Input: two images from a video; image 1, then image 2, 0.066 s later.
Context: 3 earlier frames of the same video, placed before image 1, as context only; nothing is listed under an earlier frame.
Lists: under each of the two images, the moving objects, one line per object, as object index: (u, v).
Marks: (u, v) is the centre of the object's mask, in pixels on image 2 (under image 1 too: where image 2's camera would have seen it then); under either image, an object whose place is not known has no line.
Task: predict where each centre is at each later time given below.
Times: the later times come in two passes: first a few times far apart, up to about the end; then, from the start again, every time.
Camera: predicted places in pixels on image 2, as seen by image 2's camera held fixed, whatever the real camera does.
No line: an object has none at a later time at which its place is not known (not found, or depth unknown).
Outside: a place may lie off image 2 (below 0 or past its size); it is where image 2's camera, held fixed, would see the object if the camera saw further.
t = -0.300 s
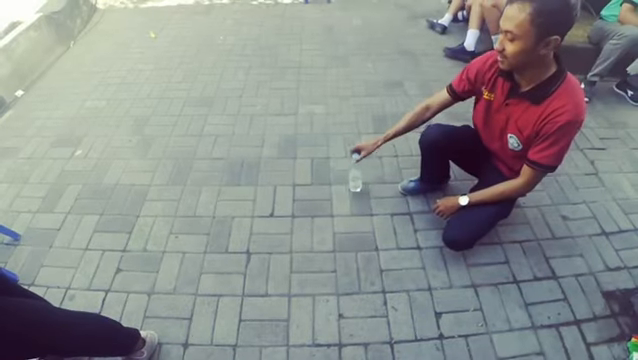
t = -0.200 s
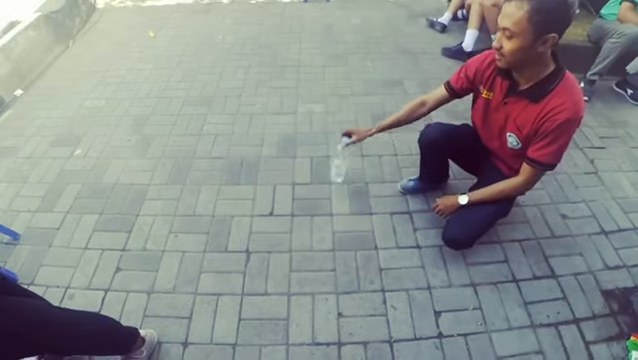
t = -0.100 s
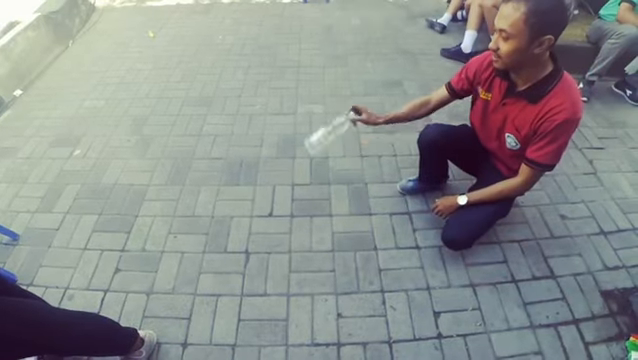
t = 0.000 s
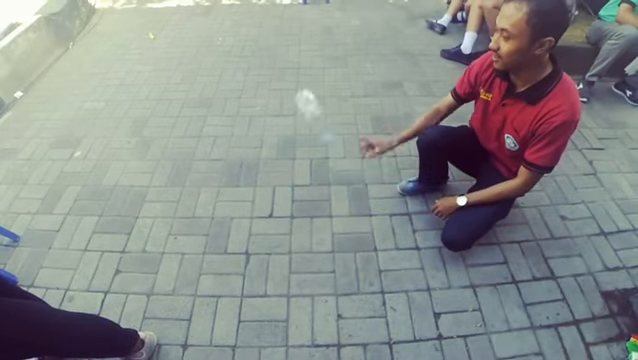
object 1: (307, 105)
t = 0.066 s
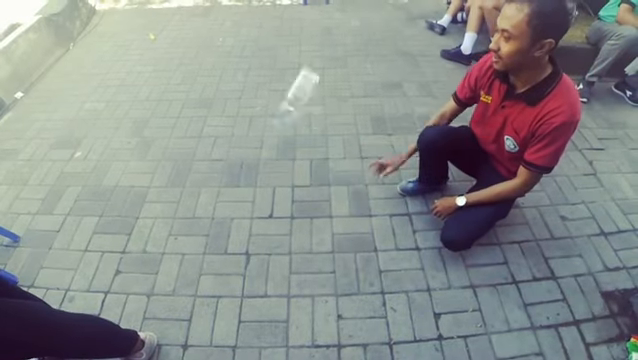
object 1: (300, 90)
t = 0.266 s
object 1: (280, 92)
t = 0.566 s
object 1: (294, 189)
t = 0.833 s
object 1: (313, 192)
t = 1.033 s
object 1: (314, 194)
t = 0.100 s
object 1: (292, 86)
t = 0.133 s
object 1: (286, 82)
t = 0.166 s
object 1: (284, 79)
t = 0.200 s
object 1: (282, 80)
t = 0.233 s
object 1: (280, 84)
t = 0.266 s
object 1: (280, 92)
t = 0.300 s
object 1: (280, 102)
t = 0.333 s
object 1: (281, 115)
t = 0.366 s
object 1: (283, 130)
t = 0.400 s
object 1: (284, 145)
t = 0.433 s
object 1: (286, 161)
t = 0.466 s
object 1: (286, 176)
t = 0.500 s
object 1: (289, 190)
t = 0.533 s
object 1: (292, 190)
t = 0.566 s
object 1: (294, 189)
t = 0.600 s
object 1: (298, 188)
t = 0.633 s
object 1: (301, 188)
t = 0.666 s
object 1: (305, 190)
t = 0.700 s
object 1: (308, 192)
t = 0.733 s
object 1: (310, 193)
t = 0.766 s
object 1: (311, 192)
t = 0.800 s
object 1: (313, 192)
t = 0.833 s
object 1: (313, 192)
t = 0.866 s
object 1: (313, 192)
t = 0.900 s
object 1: (313, 192)
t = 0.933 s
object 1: (313, 193)
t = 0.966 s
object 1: (314, 193)
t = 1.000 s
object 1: (314, 193)
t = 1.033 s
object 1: (314, 194)
